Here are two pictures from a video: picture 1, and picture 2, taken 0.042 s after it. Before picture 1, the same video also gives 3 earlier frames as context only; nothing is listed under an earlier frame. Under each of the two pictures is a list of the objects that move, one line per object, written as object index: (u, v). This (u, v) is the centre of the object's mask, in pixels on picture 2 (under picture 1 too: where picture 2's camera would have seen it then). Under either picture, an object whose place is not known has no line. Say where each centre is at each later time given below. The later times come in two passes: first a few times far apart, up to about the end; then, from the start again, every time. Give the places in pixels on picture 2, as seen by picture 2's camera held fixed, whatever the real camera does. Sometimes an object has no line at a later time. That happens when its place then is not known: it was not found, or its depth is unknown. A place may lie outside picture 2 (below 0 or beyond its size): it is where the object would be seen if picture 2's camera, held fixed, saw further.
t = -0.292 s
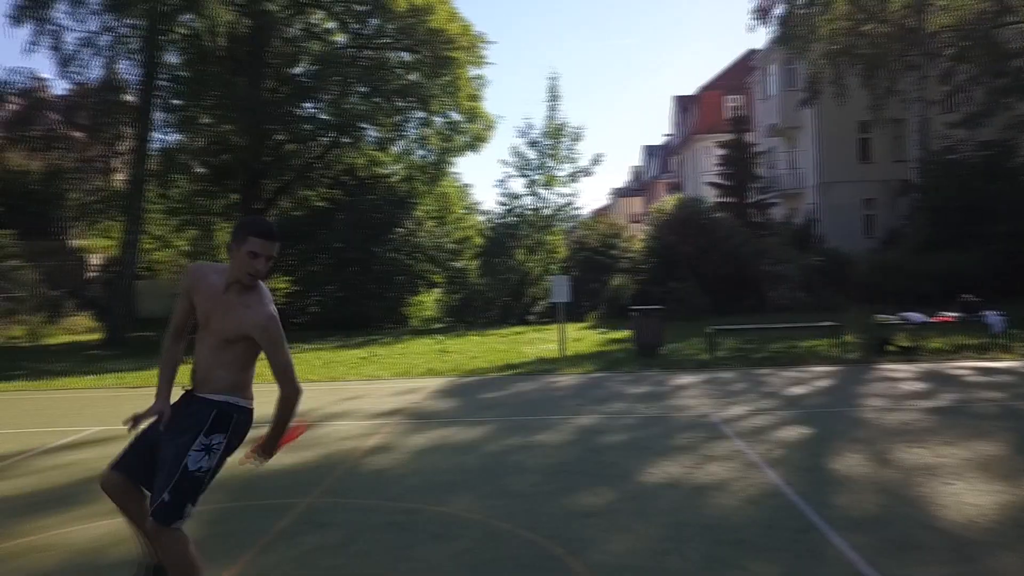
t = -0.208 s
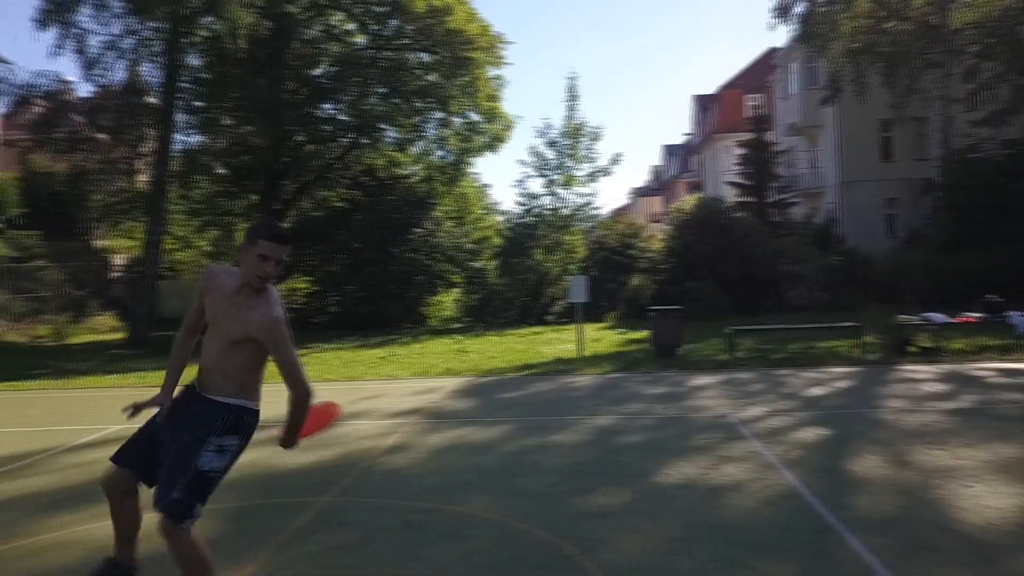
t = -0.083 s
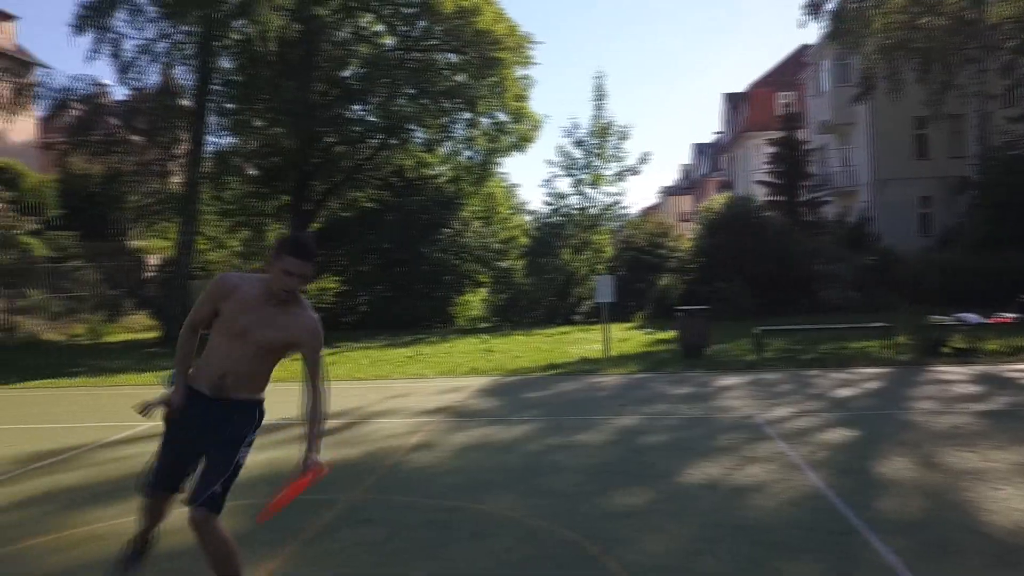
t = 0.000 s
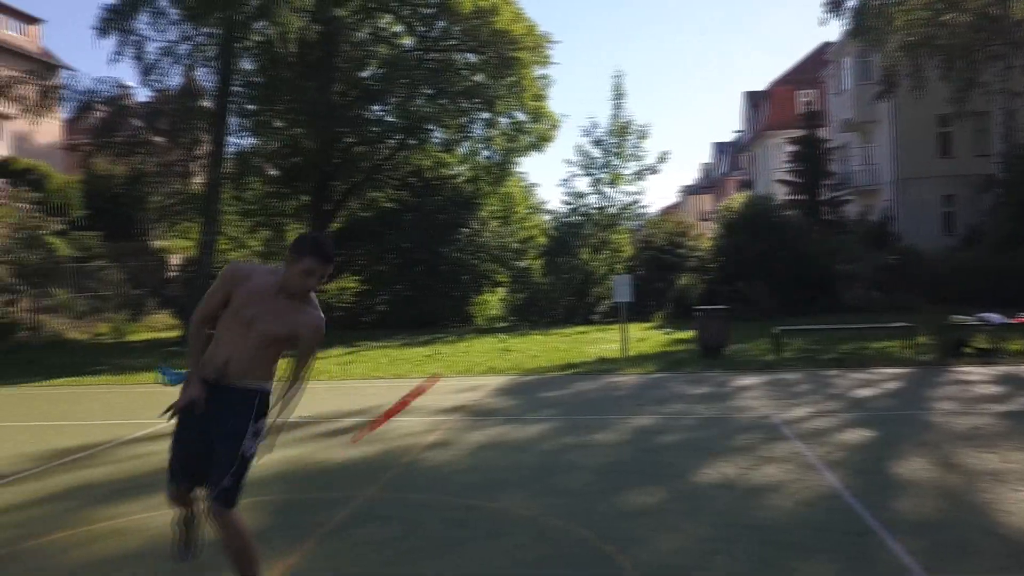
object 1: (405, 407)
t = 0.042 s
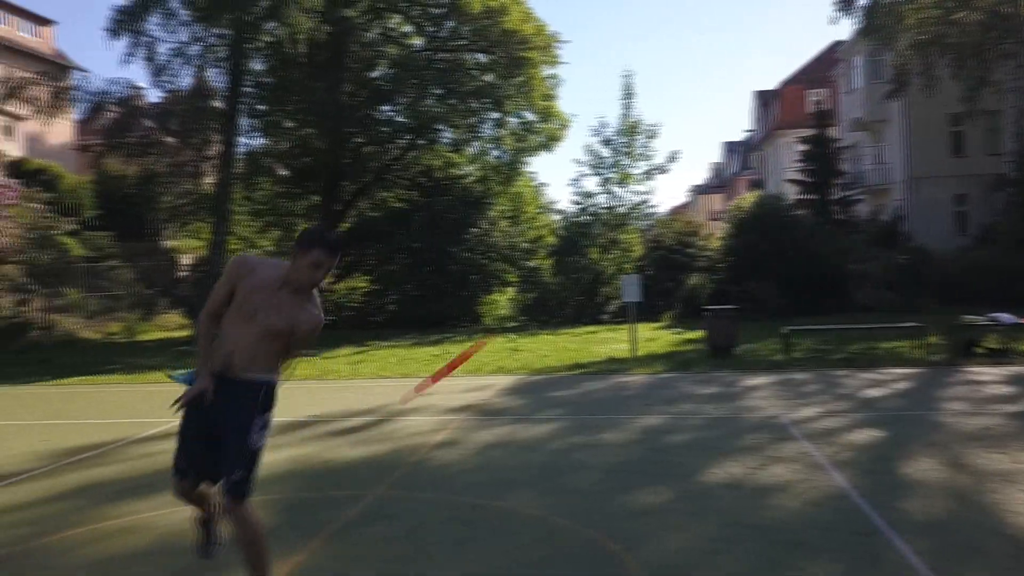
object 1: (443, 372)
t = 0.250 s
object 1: (654, 214)
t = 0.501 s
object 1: (854, 111)
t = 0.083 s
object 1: (494, 329)
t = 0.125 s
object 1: (535, 297)
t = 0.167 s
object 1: (576, 267)
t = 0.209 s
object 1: (611, 242)
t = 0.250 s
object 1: (654, 214)
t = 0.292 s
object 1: (692, 190)
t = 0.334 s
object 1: (725, 170)
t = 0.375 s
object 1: (752, 156)
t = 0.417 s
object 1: (792, 135)
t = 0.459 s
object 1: (824, 124)
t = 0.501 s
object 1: (854, 111)
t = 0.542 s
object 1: (881, 102)
